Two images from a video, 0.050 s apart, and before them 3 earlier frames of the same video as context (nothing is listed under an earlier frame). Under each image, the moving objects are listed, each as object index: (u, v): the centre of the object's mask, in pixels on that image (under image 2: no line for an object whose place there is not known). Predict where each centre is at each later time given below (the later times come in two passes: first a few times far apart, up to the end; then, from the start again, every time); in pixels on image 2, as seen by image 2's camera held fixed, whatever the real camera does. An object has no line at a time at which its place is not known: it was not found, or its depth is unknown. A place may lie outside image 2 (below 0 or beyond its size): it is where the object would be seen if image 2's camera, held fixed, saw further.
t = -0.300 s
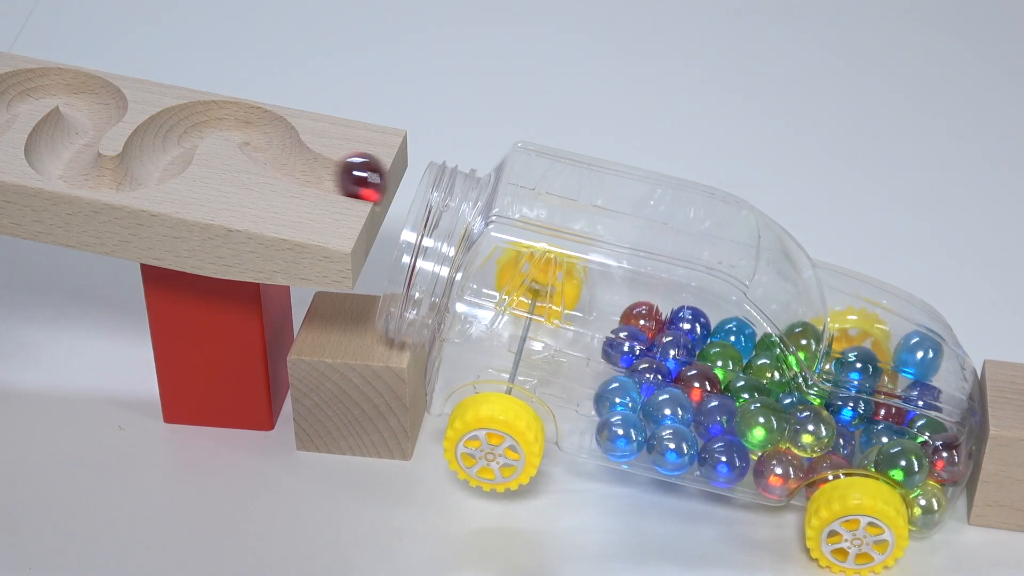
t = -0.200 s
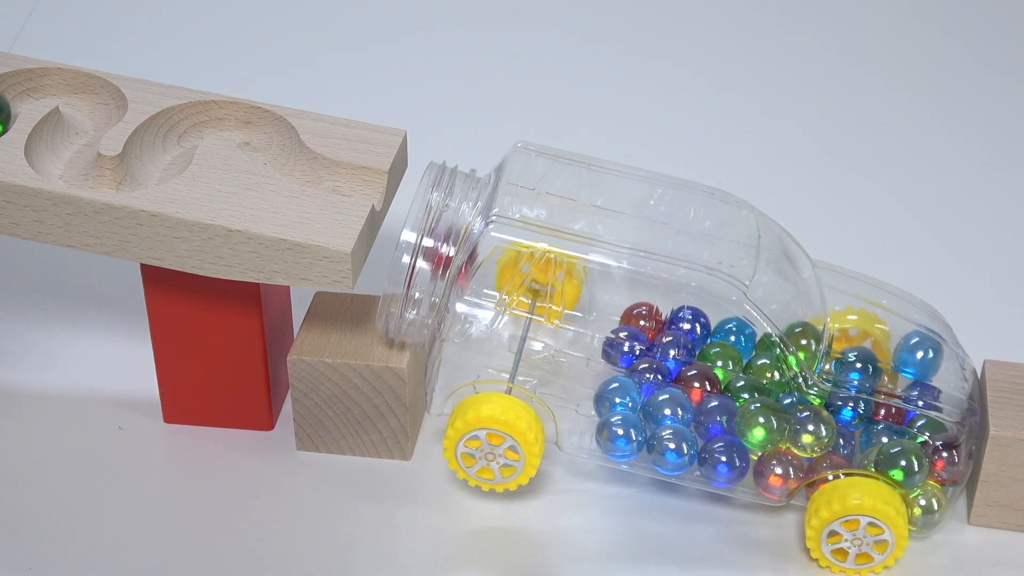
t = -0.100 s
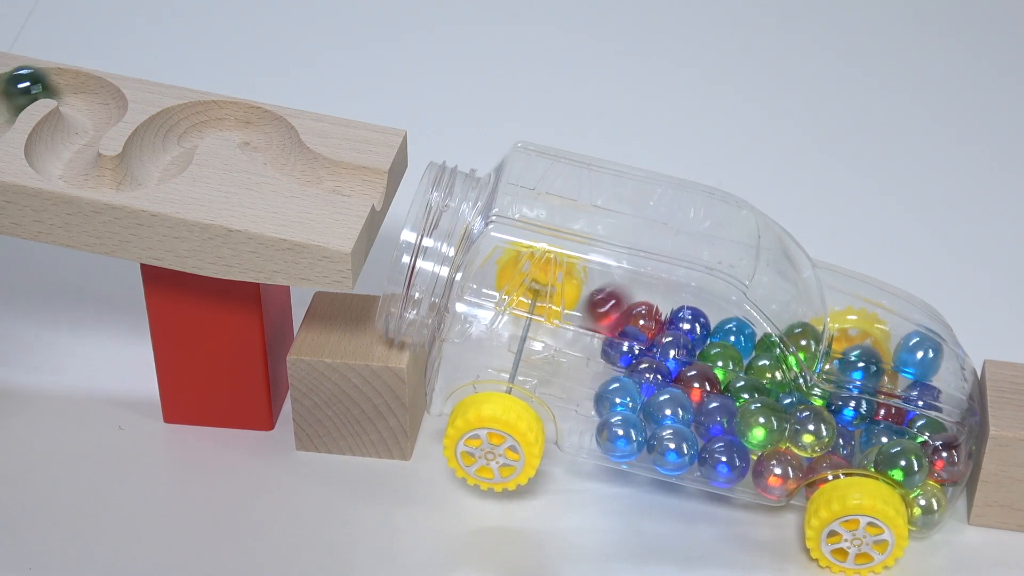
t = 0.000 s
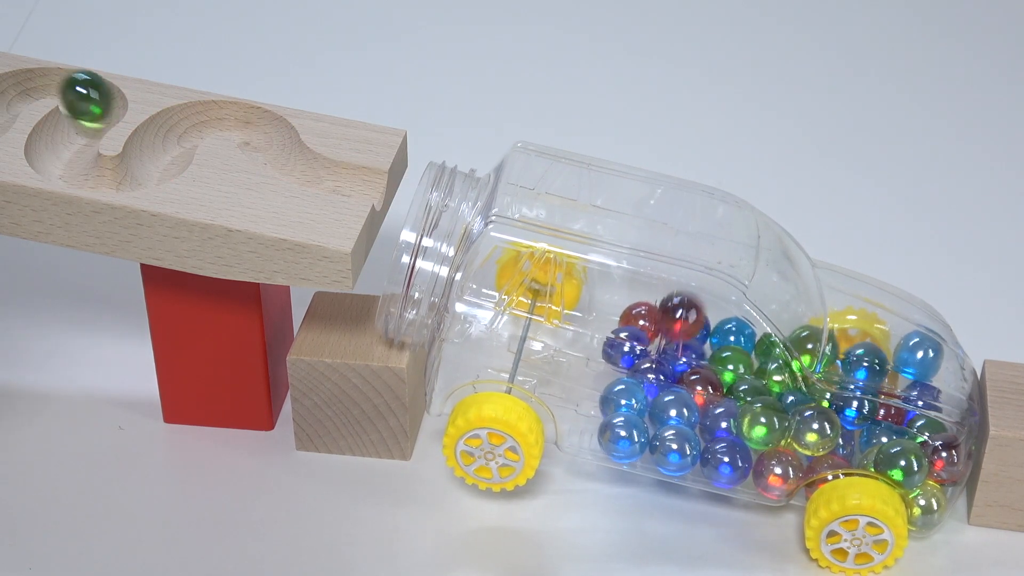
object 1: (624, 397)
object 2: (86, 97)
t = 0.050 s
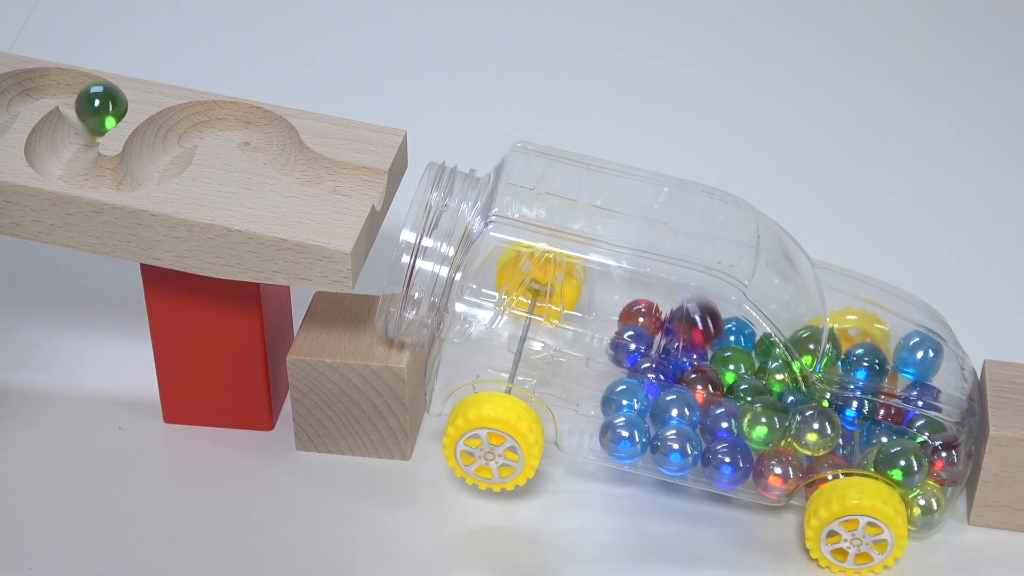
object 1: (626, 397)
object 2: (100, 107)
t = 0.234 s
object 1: (626, 398)
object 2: (69, 167)
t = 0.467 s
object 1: (625, 398)
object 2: (167, 137)
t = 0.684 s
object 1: (625, 398)
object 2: (276, 143)
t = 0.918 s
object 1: (625, 398)
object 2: (407, 199)
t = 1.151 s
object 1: (625, 398)
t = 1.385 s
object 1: (625, 398)
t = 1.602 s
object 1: (625, 398)
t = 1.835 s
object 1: (624, 398)
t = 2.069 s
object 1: (628, 398)
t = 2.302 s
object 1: (628, 398)
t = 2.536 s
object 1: (628, 398)
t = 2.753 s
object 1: (614, 396)
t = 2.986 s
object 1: (624, 398)
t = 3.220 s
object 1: (624, 398)
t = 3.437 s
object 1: (624, 398)
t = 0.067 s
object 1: (625, 398)
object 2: (96, 113)
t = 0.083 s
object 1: (625, 398)
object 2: (89, 121)
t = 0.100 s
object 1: (625, 398)
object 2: (81, 127)
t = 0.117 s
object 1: (625, 398)
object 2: (72, 132)
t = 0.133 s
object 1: (624, 397)
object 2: (66, 134)
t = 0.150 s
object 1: (624, 398)
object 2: (61, 139)
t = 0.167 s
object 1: (624, 398)
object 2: (61, 145)
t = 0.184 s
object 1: (625, 398)
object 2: (63, 152)
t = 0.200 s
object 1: (625, 398)
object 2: (66, 158)
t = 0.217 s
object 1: (626, 398)
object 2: (68, 163)
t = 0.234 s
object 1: (626, 398)
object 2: (69, 167)
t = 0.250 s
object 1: (626, 398)
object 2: (75, 169)
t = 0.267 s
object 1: (626, 398)
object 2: (83, 171)
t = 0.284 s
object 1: (626, 398)
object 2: (93, 174)
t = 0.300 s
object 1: (626, 398)
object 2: (106, 175)
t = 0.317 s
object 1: (626, 398)
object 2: (120, 174)
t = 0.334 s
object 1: (626, 398)
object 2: (132, 173)
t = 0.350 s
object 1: (626, 398)
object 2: (144, 170)
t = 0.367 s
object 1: (626, 398)
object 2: (154, 166)
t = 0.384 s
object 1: (626, 398)
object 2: (159, 162)
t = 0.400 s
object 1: (625, 398)
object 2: (161, 158)
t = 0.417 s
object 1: (625, 398)
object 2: (162, 154)
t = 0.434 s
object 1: (625, 398)
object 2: (162, 148)
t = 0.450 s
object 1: (625, 398)
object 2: (162, 142)
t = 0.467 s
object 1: (625, 398)
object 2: (167, 137)
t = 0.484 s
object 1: (625, 398)
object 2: (173, 133)
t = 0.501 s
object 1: (625, 398)
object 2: (182, 130)
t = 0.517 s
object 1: (625, 398)
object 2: (193, 124)
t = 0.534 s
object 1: (625, 398)
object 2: (203, 119)
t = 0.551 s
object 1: (625, 398)
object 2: (215, 115)
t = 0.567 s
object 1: (625, 398)
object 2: (228, 114)
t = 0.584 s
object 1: (625, 398)
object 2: (239, 119)
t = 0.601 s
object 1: (625, 398)
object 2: (247, 123)
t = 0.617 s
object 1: (625, 398)
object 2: (256, 128)
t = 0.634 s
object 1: (625, 398)
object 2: (265, 132)
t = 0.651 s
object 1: (625, 398)
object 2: (271, 134)
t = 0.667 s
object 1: (625, 398)
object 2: (274, 137)
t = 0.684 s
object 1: (625, 398)
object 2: (276, 143)
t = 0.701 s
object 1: (625, 398)
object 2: (277, 149)
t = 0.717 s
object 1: (626, 398)
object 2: (279, 152)
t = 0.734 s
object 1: (625, 398)
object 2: (282, 155)
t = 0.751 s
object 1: (625, 398)
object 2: (290, 159)
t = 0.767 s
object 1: (625, 398)
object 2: (299, 162)
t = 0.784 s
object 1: (625, 398)
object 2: (310, 164)
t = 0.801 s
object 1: (625, 398)
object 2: (322, 167)
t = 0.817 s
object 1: (625, 398)
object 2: (332, 170)
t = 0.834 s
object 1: (625, 398)
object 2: (343, 174)
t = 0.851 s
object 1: (625, 398)
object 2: (354, 176)
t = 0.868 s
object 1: (625, 398)
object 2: (366, 178)
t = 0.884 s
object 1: (625, 398)
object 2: (380, 181)
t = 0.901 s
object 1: (625, 398)
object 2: (393, 188)
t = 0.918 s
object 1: (625, 398)
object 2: (407, 199)
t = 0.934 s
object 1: (625, 398)
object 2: (427, 219)
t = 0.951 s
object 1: (625, 398)
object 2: (439, 248)
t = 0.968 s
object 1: (625, 398)
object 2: (468, 283)
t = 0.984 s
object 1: (625, 398)
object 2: (473, 318)
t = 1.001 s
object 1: (625, 398)
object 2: (500, 304)
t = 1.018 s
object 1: (625, 398)
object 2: (527, 294)
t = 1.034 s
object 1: (625, 398)
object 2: (546, 286)
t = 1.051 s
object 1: (625, 398)
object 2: (578, 287)
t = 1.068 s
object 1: (625, 398)
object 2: (603, 293)
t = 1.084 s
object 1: (625, 398)
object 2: (628, 306)
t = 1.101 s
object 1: (625, 398)
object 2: (641, 294)
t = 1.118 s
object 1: (625, 398)
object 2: (655, 287)
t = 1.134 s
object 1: (625, 398)
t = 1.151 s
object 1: (625, 398)
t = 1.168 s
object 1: (625, 398)
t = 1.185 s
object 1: (625, 398)
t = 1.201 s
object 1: (624, 398)
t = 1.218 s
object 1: (623, 397)
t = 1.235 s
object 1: (622, 398)
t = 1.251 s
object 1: (622, 397)
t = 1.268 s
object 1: (622, 398)
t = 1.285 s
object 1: (623, 398)
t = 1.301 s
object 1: (624, 398)
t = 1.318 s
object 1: (625, 398)
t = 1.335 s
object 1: (625, 398)
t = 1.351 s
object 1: (625, 398)
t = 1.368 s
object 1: (625, 398)
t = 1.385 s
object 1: (625, 398)
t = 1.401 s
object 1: (625, 398)
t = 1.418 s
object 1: (625, 398)
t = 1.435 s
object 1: (625, 398)
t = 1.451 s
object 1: (625, 398)
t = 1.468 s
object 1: (625, 398)
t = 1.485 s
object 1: (625, 398)
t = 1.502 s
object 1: (625, 398)
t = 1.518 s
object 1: (625, 398)
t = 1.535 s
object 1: (625, 398)
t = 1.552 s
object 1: (625, 398)
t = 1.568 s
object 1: (625, 398)
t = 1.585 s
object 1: (625, 398)
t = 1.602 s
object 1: (625, 398)
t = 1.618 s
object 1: (624, 398)
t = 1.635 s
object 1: (623, 397)
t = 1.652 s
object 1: (623, 398)
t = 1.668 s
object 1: (623, 398)
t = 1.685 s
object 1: (624, 398)
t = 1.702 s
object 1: (625, 398)
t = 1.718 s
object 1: (625, 398)
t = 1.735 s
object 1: (625, 398)
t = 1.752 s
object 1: (625, 398)
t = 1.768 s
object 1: (623, 398)
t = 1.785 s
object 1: (622, 398)
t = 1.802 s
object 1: (622, 397)
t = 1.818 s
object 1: (622, 397)
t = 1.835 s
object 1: (624, 398)
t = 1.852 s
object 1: (624, 398)
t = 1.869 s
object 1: (624, 398)
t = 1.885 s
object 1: (624, 398)
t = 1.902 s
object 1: (625, 398)
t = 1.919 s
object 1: (627, 398)
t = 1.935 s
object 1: (628, 398)
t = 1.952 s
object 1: (628, 398)
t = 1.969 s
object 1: (628, 398)
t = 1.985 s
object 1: (628, 398)
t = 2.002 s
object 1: (628, 398)
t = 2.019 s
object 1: (628, 398)
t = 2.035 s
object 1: (628, 398)
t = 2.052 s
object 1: (628, 398)
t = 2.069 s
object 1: (628, 398)
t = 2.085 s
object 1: (628, 398)
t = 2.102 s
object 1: (628, 398)
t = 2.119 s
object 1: (628, 398)
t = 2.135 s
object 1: (628, 398)
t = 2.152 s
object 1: (628, 398)
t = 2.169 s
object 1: (628, 398)
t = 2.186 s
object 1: (628, 398)
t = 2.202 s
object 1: (628, 398)
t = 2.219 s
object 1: (628, 398)
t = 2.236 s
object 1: (628, 398)
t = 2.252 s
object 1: (628, 398)
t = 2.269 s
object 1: (628, 398)
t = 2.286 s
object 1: (628, 398)
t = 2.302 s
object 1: (628, 398)
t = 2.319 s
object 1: (628, 398)
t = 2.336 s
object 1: (628, 398)
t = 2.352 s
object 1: (628, 398)
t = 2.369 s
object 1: (628, 398)
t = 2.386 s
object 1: (628, 398)
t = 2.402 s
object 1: (628, 398)
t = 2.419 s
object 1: (628, 398)
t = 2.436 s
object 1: (628, 398)
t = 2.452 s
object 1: (628, 398)
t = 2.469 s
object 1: (628, 398)
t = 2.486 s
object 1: (628, 398)
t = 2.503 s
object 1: (628, 398)
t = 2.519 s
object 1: (628, 398)
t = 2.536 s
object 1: (628, 398)
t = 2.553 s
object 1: (628, 398)
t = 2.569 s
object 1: (627, 398)
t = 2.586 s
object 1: (628, 398)
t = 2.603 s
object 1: (627, 398)
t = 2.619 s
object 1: (627, 398)
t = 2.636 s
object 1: (627, 398)
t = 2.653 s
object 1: (627, 398)
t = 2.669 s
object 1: (624, 398)
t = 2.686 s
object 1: (623, 397)
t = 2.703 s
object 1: (623, 396)
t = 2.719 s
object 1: (623, 396)
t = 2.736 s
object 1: (618, 395)
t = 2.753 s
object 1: (614, 396)
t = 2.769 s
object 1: (612, 396)
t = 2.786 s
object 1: (612, 396)
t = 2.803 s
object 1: (612, 396)
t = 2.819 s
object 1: (613, 395)
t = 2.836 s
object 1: (616, 394)
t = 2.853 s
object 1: (619, 395)
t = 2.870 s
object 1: (622, 395)
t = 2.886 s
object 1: (624, 396)
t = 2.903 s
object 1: (625, 397)
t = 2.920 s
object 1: (624, 397)
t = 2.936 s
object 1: (624, 397)
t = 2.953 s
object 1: (624, 398)
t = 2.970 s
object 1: (624, 398)
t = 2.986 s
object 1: (624, 398)
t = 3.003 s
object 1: (624, 398)
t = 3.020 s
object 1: (624, 398)
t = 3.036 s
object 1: (624, 398)
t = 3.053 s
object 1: (624, 398)
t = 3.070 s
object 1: (624, 398)
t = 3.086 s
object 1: (624, 398)
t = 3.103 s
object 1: (624, 398)
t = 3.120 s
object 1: (624, 398)
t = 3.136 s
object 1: (624, 398)
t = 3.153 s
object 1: (624, 398)
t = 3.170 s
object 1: (624, 398)
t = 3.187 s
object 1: (624, 398)
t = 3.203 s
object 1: (624, 398)
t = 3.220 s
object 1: (624, 398)
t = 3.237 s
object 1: (624, 398)
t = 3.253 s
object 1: (624, 398)
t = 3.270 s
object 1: (624, 398)
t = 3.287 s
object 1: (624, 398)
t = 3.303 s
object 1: (624, 398)
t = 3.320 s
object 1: (624, 398)
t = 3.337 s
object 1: (624, 398)
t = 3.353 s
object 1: (624, 398)
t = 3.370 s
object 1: (624, 398)
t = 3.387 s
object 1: (624, 398)
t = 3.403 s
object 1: (624, 398)
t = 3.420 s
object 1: (624, 398)
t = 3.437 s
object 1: (624, 398)
